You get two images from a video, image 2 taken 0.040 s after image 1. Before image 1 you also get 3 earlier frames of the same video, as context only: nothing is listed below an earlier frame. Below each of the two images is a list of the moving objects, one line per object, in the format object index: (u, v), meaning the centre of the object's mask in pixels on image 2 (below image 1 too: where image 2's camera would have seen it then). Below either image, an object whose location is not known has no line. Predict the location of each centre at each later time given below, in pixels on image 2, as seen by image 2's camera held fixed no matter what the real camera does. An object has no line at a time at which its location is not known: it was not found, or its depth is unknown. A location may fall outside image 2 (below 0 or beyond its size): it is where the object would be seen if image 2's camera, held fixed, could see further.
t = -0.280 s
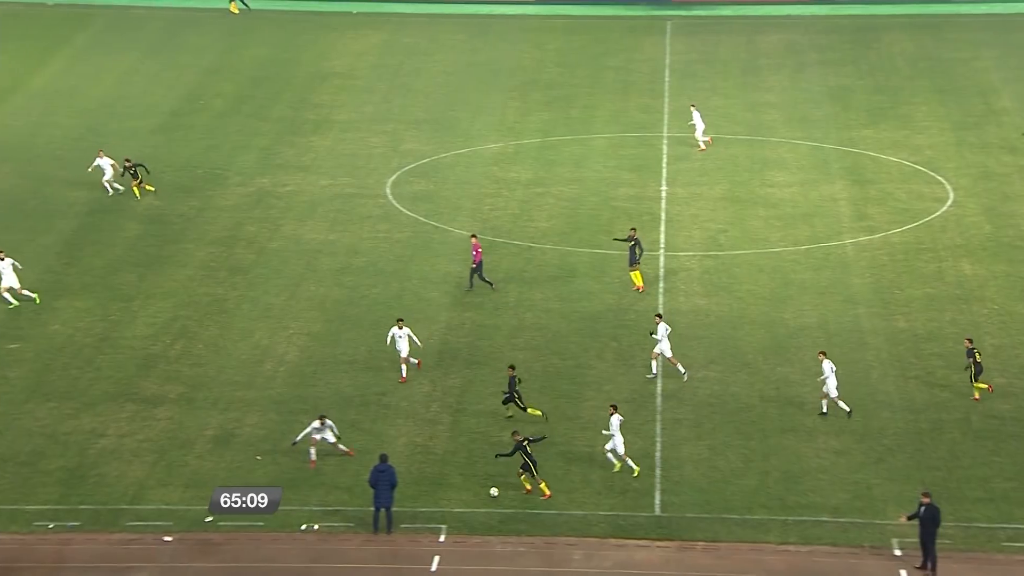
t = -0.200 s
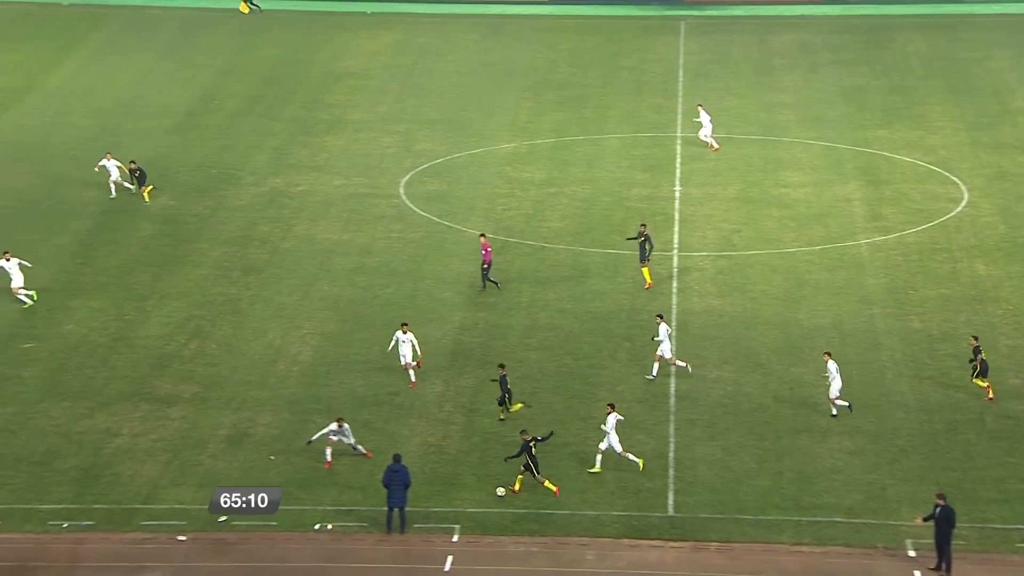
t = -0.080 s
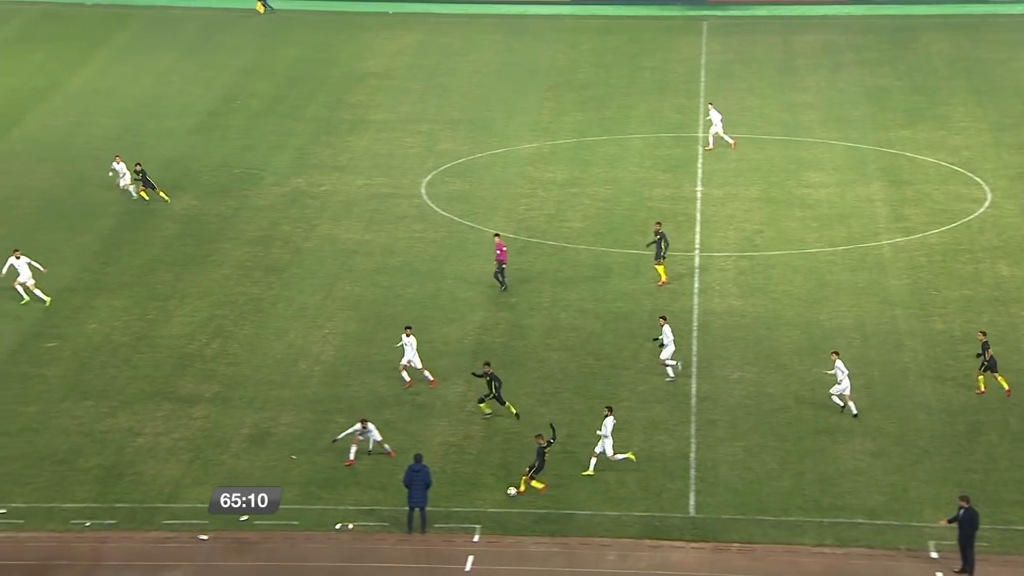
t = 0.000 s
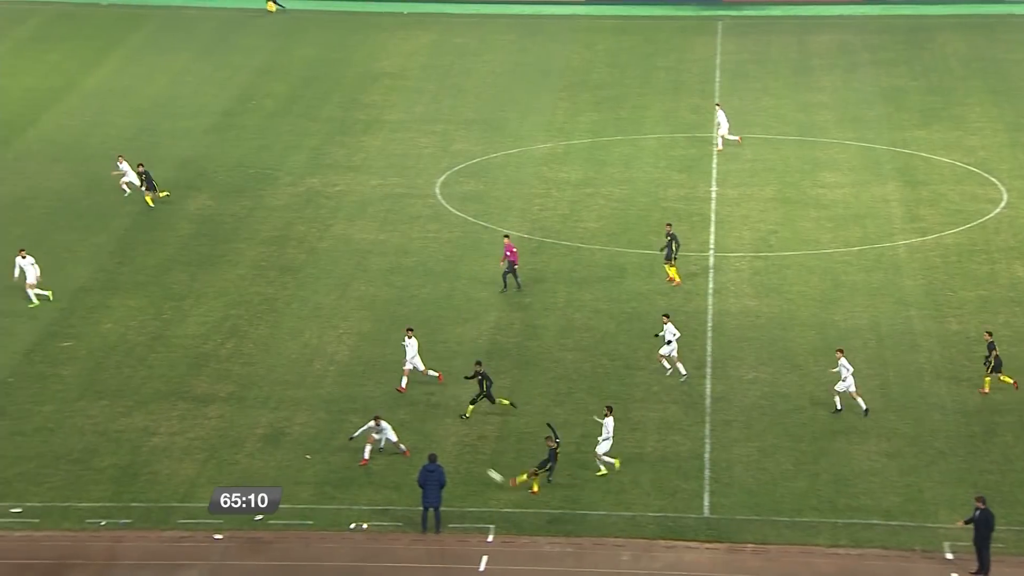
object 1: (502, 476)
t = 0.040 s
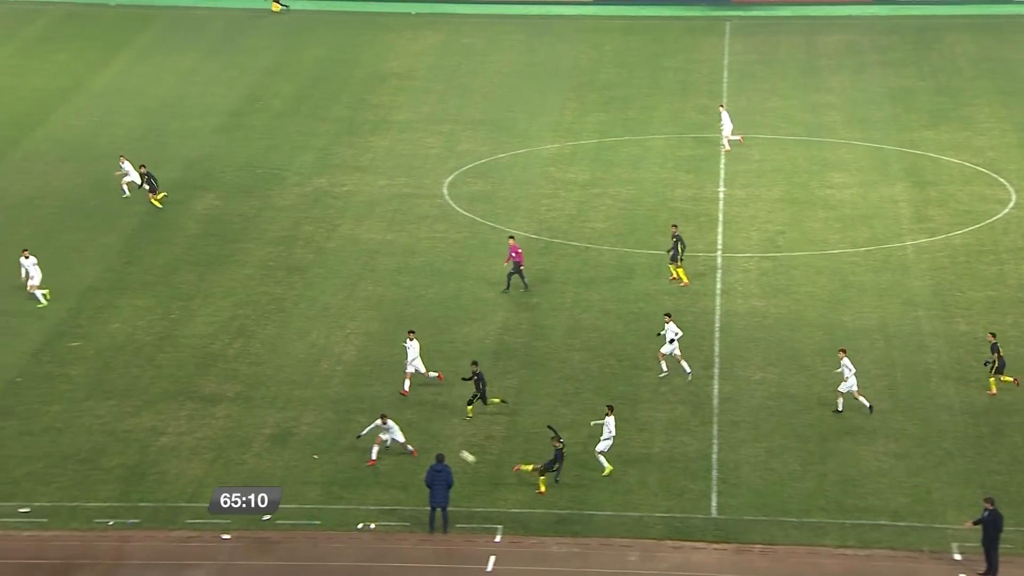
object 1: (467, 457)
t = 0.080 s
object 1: (434, 438)
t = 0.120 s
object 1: (401, 421)
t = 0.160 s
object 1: (369, 404)
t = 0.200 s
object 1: (338, 388)
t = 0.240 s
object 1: (308, 373)
